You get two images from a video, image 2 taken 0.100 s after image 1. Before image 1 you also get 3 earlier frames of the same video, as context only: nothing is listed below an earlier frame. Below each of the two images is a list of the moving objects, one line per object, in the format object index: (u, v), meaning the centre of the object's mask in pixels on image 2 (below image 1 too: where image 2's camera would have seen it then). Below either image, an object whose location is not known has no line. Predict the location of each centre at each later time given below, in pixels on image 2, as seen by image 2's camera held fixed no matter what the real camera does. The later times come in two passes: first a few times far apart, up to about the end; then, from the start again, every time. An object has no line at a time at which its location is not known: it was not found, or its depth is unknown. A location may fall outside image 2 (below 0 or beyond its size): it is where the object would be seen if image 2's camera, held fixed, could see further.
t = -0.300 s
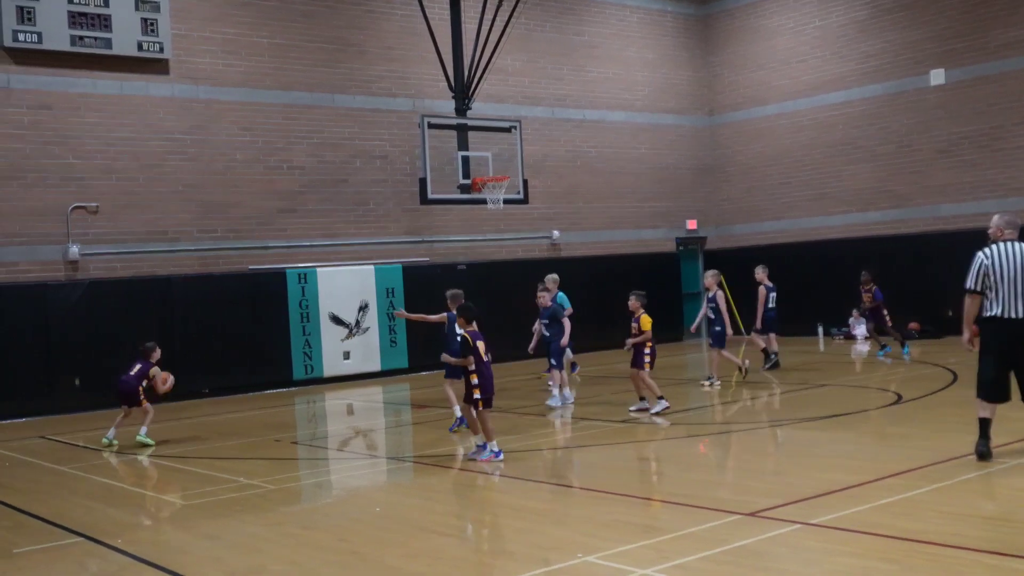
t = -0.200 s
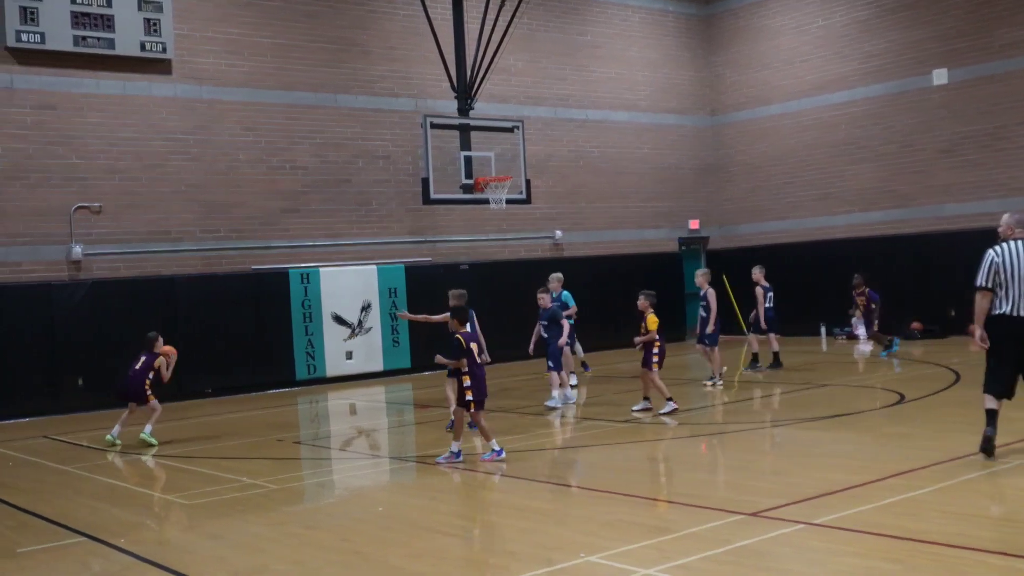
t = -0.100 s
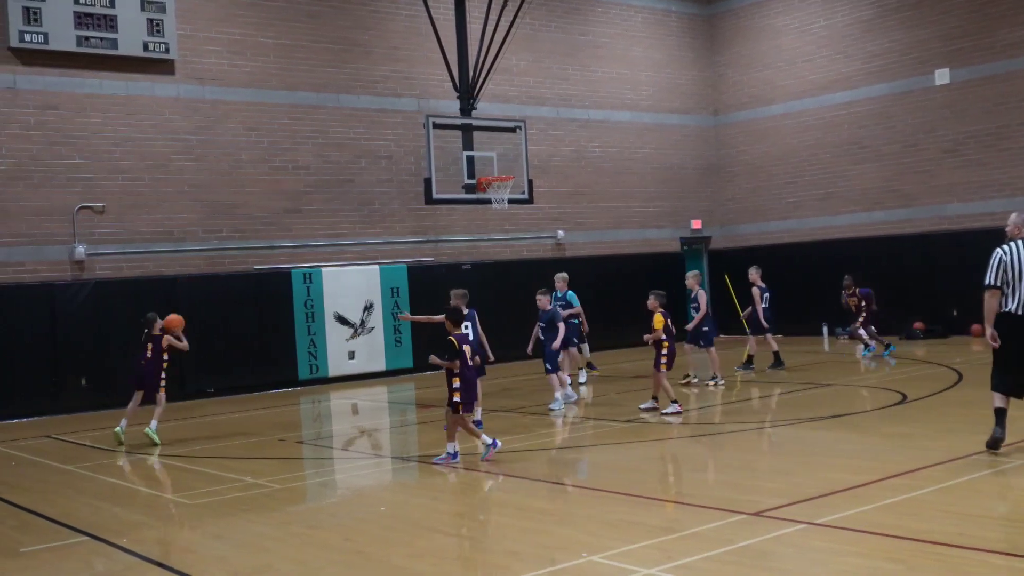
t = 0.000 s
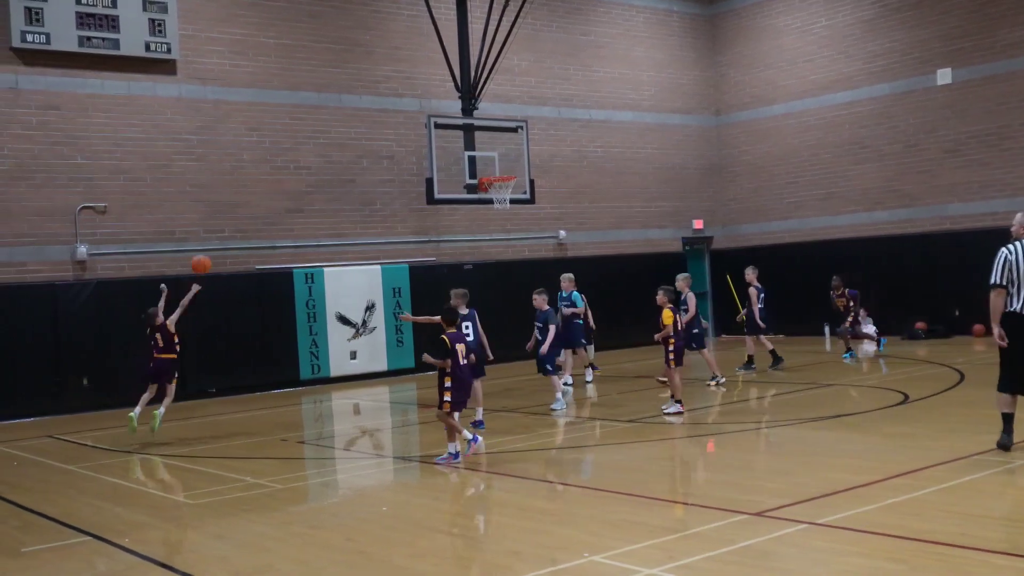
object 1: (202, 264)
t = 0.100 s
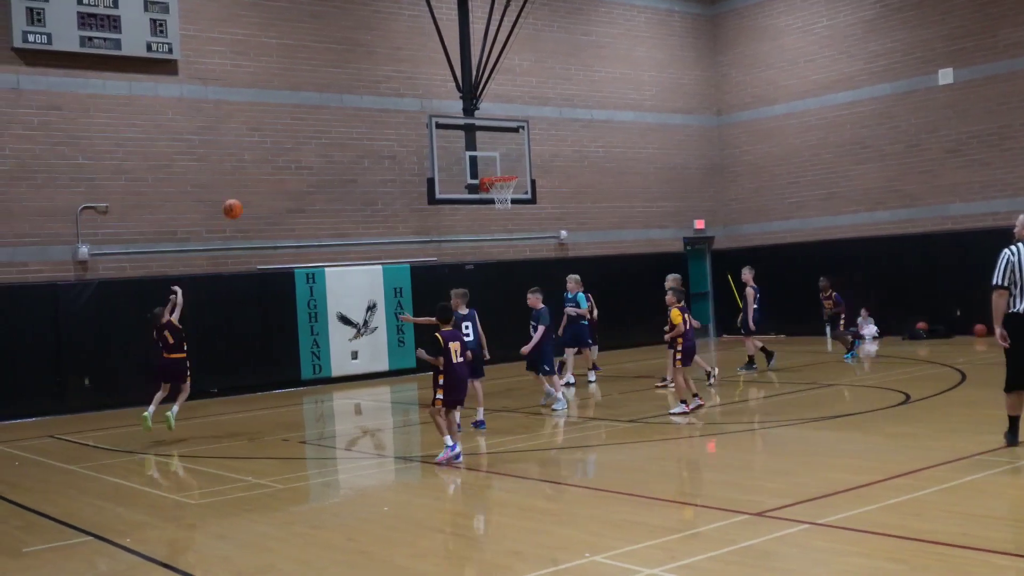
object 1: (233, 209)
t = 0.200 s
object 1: (262, 164)
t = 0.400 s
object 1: (320, 102)
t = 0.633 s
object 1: (384, 74)
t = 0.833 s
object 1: (436, 82)
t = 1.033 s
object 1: (486, 119)
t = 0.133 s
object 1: (242, 192)
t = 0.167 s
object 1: (252, 178)
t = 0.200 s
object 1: (262, 164)
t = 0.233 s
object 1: (272, 151)
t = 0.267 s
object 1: (282, 139)
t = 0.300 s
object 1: (292, 128)
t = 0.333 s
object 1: (301, 119)
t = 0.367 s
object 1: (311, 110)
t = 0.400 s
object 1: (320, 102)
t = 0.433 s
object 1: (330, 96)
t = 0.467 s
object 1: (339, 89)
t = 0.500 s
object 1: (348, 85)
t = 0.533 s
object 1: (357, 81)
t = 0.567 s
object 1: (366, 78)
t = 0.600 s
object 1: (375, 75)
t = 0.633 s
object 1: (384, 74)
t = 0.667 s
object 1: (393, 73)
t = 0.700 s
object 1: (402, 73)
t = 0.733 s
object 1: (411, 74)
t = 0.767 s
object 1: (419, 76)
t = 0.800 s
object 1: (428, 79)
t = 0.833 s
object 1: (436, 82)
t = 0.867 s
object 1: (445, 86)
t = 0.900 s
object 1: (453, 91)
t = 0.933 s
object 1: (462, 97)
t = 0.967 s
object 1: (470, 104)
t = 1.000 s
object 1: (478, 110)
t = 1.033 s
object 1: (486, 119)
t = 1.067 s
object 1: (494, 127)
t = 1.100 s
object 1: (503, 136)
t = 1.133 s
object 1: (511, 146)
